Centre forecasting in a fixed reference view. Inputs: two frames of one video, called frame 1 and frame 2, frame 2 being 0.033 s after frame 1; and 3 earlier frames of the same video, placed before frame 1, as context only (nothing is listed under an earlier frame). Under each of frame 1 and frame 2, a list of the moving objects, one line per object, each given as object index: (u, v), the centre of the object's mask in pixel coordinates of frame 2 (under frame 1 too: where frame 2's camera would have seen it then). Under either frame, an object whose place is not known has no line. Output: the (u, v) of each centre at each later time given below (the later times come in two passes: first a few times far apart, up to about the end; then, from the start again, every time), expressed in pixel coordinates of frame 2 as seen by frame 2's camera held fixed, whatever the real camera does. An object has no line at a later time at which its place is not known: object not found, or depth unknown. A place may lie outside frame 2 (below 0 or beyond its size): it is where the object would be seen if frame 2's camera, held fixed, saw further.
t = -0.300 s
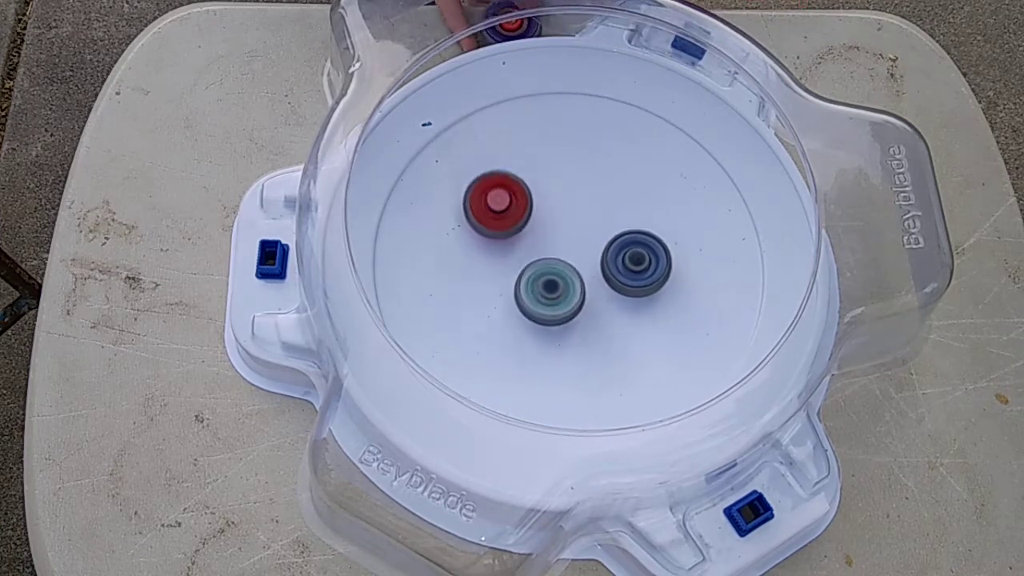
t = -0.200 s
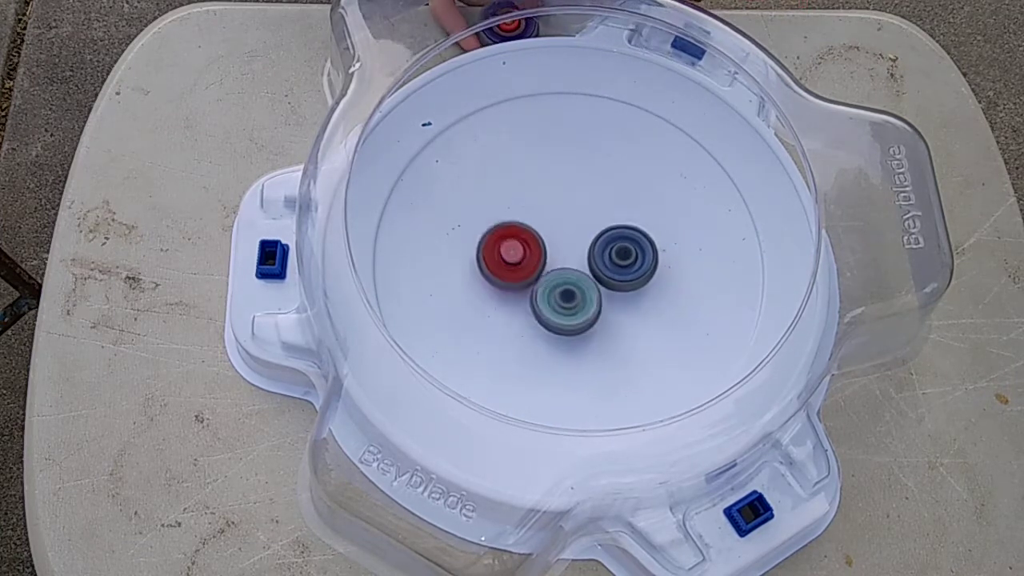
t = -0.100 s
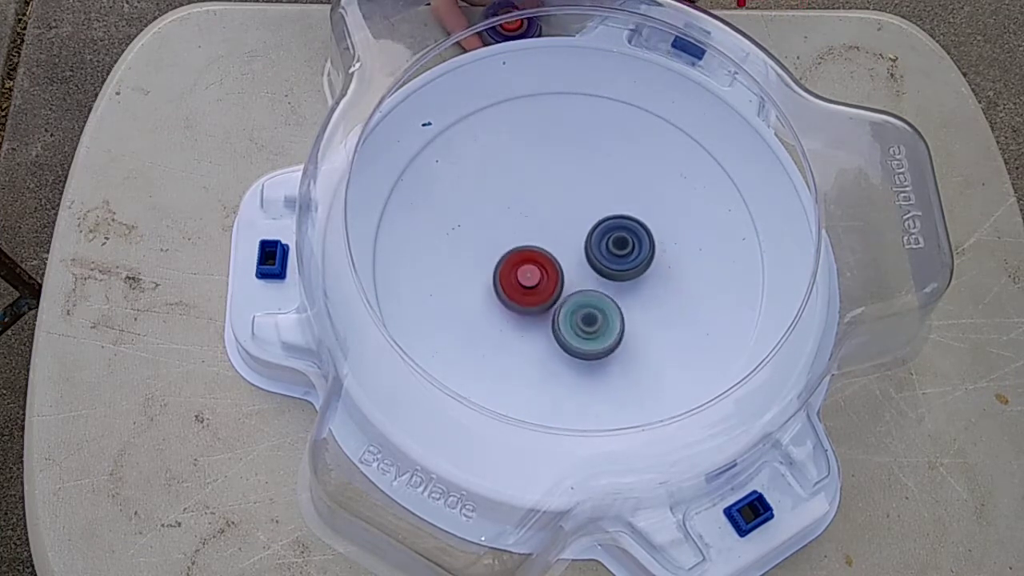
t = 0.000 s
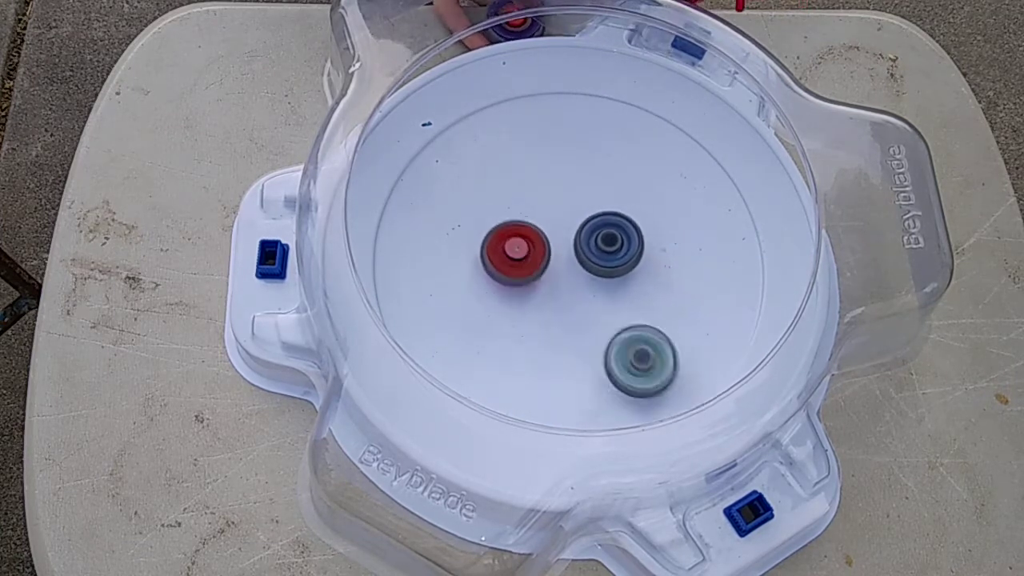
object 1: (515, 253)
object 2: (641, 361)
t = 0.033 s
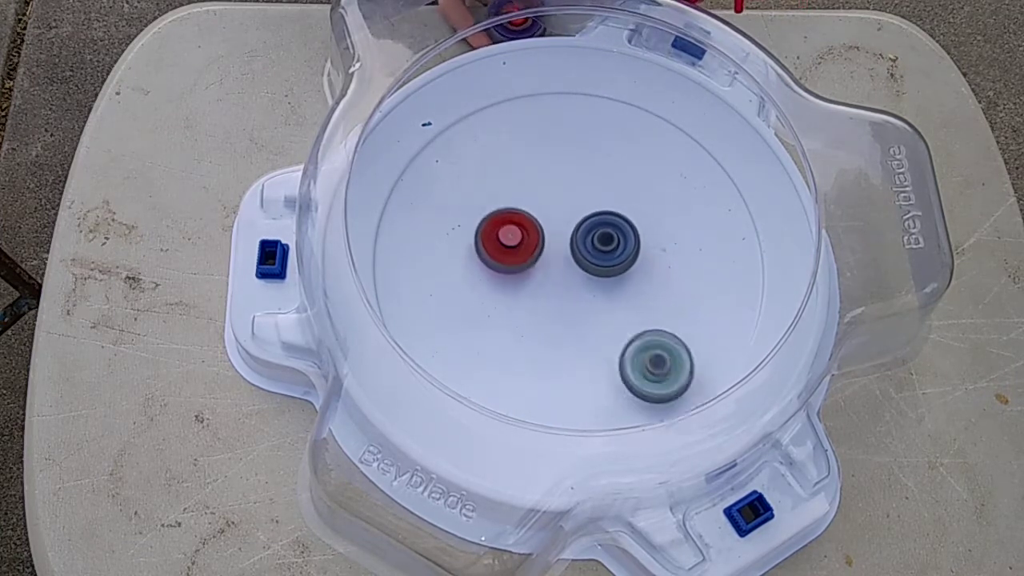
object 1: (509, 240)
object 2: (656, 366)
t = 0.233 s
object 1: (504, 225)
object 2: (670, 299)
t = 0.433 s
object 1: (382, 216)
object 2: (696, 258)
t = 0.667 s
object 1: (468, 282)
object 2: (643, 222)
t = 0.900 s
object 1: (447, 324)
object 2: (675, 96)
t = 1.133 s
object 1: (535, 288)
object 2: (528, 184)
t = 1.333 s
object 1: (607, 270)
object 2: (508, 224)
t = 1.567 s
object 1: (606, 189)
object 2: (528, 183)
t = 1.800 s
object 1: (612, 146)
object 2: (469, 174)
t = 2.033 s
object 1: (544, 157)
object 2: (481, 241)
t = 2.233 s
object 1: (555, 194)
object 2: (476, 276)
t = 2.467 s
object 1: (602, 191)
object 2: (490, 295)
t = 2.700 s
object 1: (589, 209)
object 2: (542, 294)
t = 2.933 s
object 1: (583, 209)
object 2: (562, 301)
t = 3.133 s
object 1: (507, 225)
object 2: (513, 318)
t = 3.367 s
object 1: (475, 260)
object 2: (568, 312)
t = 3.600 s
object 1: (520, 300)
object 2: (616, 283)
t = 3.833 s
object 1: (475, 310)
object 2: (659, 285)
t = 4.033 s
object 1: (535, 307)
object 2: (616, 276)
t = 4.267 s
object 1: (468, 282)
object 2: (687, 248)
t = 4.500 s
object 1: (484, 272)
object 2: (620, 255)
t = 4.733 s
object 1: (517, 260)
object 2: (620, 265)
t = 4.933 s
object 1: (568, 325)
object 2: (624, 260)
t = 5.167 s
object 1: (537, 382)
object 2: (678, 145)
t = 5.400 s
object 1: (585, 333)
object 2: (644, 127)
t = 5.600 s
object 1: (629, 299)
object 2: (599, 147)
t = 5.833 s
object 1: (627, 254)
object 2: (571, 174)
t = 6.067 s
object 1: (604, 351)
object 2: (574, 84)
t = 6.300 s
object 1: (573, 336)
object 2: (549, 143)
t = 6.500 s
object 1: (539, 301)
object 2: (547, 197)
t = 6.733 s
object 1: (521, 324)
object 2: (572, 173)
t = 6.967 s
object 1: (528, 274)
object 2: (572, 220)
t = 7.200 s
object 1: (501, 258)
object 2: (581, 209)
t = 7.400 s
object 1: (506, 235)
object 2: (581, 215)
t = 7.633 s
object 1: (521, 214)
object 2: (596, 231)
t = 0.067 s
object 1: (505, 231)
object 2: (665, 365)
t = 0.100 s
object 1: (503, 223)
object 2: (670, 358)
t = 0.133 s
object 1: (503, 220)
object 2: (672, 345)
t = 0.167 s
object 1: (503, 219)
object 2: (674, 331)
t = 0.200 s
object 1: (503, 221)
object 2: (673, 315)
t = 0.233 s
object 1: (504, 225)
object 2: (670, 299)
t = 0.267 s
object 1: (506, 231)
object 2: (663, 285)
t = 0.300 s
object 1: (508, 239)
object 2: (653, 272)
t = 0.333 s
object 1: (466, 232)
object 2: (671, 270)
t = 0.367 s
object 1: (425, 224)
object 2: (685, 269)
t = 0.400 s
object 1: (390, 217)
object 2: (693, 265)
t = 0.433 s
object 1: (382, 216)
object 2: (696, 258)
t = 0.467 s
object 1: (383, 223)
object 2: (695, 249)
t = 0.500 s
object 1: (387, 234)
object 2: (689, 242)
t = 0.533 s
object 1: (398, 241)
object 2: (681, 235)
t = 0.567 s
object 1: (412, 253)
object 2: (670, 229)
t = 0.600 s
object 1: (429, 263)
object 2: (662, 222)
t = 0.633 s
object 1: (448, 273)
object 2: (653, 220)
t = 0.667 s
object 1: (468, 282)
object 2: (643, 222)
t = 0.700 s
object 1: (489, 290)
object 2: (639, 220)
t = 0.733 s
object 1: (481, 300)
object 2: (635, 216)
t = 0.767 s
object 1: (463, 309)
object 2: (653, 185)
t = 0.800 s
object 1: (451, 316)
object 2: (691, 134)
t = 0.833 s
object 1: (444, 320)
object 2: (712, 94)
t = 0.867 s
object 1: (442, 322)
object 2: (700, 87)
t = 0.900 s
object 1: (447, 324)
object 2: (675, 96)
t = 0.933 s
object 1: (455, 325)
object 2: (654, 105)
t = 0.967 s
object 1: (467, 324)
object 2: (628, 115)
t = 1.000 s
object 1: (481, 320)
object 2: (602, 127)
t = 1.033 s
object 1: (495, 315)
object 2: (579, 139)
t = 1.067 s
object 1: (509, 307)
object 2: (558, 152)
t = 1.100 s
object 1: (523, 298)
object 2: (541, 168)
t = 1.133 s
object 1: (535, 288)
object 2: (528, 184)
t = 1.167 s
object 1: (545, 276)
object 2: (520, 202)
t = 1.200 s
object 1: (559, 275)
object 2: (511, 210)
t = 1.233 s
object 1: (575, 278)
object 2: (504, 209)
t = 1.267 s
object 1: (588, 278)
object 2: (502, 212)
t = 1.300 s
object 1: (599, 275)
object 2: (504, 218)
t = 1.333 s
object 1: (607, 270)
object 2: (508, 224)
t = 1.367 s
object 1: (613, 262)
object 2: (514, 228)
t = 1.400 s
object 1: (616, 252)
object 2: (522, 232)
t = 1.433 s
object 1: (617, 240)
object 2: (528, 239)
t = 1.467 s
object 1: (615, 227)
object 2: (533, 247)
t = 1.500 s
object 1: (612, 214)
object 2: (533, 227)
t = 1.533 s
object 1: (607, 200)
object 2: (533, 202)
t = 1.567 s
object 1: (606, 189)
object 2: (528, 183)
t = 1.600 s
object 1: (618, 179)
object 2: (509, 169)
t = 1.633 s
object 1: (624, 171)
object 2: (497, 160)
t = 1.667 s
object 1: (628, 164)
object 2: (488, 155)
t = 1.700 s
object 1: (627, 159)
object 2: (482, 154)
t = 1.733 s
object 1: (624, 153)
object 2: (478, 159)
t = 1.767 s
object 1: (619, 149)
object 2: (474, 166)
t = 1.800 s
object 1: (612, 146)
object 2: (469, 174)
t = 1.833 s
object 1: (604, 144)
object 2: (464, 184)
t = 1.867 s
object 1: (595, 142)
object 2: (459, 194)
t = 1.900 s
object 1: (586, 142)
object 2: (456, 205)
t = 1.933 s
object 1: (575, 143)
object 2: (458, 216)
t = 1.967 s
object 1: (564, 146)
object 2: (464, 225)
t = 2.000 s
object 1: (553, 150)
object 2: (472, 234)
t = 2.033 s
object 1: (544, 157)
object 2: (481, 241)
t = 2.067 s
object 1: (536, 167)
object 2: (491, 247)
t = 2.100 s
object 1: (530, 179)
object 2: (499, 253)
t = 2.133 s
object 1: (527, 191)
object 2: (498, 252)
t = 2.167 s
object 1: (535, 191)
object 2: (487, 263)
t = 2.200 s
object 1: (545, 191)
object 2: (479, 272)
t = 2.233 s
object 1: (555, 194)
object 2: (476, 276)
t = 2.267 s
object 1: (564, 197)
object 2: (477, 279)
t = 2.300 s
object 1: (573, 195)
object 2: (484, 280)
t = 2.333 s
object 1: (580, 192)
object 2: (495, 281)
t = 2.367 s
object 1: (586, 190)
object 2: (508, 283)
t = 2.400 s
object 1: (592, 189)
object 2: (514, 287)
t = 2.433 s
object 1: (598, 190)
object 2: (499, 292)
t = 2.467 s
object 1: (602, 191)
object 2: (490, 295)
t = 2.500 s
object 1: (606, 193)
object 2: (488, 297)
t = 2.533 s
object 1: (609, 196)
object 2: (492, 299)
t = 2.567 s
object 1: (612, 199)
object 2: (499, 302)
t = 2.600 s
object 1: (613, 202)
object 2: (510, 302)
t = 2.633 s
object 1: (608, 204)
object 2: (521, 300)
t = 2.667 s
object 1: (598, 207)
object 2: (532, 298)
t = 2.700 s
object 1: (589, 209)
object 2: (542, 294)
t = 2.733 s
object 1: (582, 212)
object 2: (552, 291)
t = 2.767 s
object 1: (578, 216)
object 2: (560, 287)
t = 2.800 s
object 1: (575, 220)
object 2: (567, 287)
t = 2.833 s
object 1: (576, 213)
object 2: (569, 296)
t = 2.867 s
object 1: (578, 209)
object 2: (568, 301)
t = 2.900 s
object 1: (581, 208)
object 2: (565, 303)
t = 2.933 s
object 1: (583, 209)
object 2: (562, 301)
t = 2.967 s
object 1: (585, 212)
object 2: (559, 295)
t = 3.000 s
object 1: (588, 217)
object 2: (555, 287)
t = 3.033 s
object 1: (576, 224)
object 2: (548, 287)
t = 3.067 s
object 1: (550, 223)
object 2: (533, 303)
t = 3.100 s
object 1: (526, 223)
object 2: (521, 313)
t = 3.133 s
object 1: (507, 225)
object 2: (513, 318)
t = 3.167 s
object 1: (493, 228)
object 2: (510, 318)
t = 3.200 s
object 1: (483, 232)
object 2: (513, 315)
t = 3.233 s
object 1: (479, 238)
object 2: (517, 310)
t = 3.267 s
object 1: (478, 247)
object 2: (524, 305)
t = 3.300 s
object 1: (478, 254)
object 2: (537, 306)
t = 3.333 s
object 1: (475, 256)
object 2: (553, 311)
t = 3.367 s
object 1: (475, 260)
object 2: (568, 312)
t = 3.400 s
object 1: (478, 265)
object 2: (579, 311)
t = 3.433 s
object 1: (483, 272)
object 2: (588, 308)
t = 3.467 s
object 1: (490, 280)
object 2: (594, 304)
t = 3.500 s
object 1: (500, 286)
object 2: (598, 299)
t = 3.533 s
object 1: (511, 292)
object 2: (600, 294)
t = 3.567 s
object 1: (523, 298)
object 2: (601, 289)
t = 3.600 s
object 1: (520, 300)
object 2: (616, 283)
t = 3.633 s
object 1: (499, 303)
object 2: (649, 274)
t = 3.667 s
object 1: (483, 303)
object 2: (666, 274)
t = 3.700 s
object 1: (473, 304)
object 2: (674, 279)
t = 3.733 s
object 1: (468, 305)
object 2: (675, 284)
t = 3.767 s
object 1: (467, 306)
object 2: (671, 285)
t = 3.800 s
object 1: (470, 308)
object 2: (666, 283)
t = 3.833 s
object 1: (475, 310)
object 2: (659, 285)
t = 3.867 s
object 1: (483, 312)
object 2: (649, 284)
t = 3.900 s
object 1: (492, 314)
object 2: (641, 282)
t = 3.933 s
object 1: (503, 315)
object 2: (632, 284)
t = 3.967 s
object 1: (514, 314)
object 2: (625, 284)
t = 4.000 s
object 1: (525, 312)
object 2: (620, 281)
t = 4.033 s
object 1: (535, 307)
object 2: (616, 276)
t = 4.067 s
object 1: (543, 300)
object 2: (613, 270)
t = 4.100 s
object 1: (533, 296)
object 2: (628, 266)
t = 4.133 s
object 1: (512, 294)
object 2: (652, 258)
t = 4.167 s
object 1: (495, 290)
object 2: (670, 252)
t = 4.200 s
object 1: (482, 287)
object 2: (681, 248)
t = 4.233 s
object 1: (473, 284)
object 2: (687, 247)
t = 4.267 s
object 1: (468, 282)
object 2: (687, 248)
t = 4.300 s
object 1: (465, 281)
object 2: (682, 250)
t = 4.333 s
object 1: (464, 279)
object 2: (674, 252)
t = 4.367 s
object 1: (466, 277)
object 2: (664, 253)
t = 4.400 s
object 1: (469, 276)
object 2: (653, 255)
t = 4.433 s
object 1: (474, 275)
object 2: (641, 255)
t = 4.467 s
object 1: (479, 274)
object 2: (630, 255)
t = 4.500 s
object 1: (484, 272)
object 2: (620, 255)
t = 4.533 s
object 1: (488, 271)
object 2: (610, 253)
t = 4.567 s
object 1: (492, 269)
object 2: (601, 251)
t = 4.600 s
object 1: (497, 266)
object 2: (601, 253)
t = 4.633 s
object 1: (502, 260)
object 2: (608, 259)
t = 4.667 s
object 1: (507, 256)
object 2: (613, 263)
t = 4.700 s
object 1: (512, 250)
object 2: (617, 264)
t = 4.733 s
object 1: (517, 260)
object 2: (620, 265)
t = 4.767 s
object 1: (522, 281)
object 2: (622, 265)
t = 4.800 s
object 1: (528, 300)
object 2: (623, 264)
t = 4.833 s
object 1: (536, 313)
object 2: (624, 262)
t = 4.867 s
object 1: (545, 322)
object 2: (624, 260)
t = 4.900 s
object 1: (556, 326)
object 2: (625, 260)
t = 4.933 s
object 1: (568, 325)
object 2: (624, 260)
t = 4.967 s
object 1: (581, 321)
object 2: (624, 260)
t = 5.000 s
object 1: (580, 329)
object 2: (633, 247)
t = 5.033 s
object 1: (566, 349)
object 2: (654, 217)
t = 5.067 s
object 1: (555, 365)
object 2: (669, 192)
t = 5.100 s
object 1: (546, 375)
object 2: (678, 171)
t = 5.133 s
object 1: (540, 381)
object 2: (680, 155)
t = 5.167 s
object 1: (537, 382)
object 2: (678, 145)
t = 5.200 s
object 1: (538, 381)
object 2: (671, 138)
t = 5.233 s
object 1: (541, 378)
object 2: (661, 134)
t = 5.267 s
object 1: (548, 371)
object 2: (649, 133)
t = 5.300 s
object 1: (556, 362)
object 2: (647, 128)
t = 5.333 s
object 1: (566, 353)
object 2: (650, 125)
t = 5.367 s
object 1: (576, 343)
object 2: (649, 125)
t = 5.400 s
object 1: (585, 333)
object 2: (644, 127)
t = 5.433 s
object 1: (594, 323)
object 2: (638, 129)
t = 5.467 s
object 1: (601, 312)
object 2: (631, 130)
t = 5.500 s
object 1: (606, 302)
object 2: (624, 132)
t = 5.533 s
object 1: (611, 295)
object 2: (616, 136)
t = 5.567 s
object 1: (621, 299)
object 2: (607, 140)
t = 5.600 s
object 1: (629, 299)
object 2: (599, 147)
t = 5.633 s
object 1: (634, 297)
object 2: (593, 152)
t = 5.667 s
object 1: (637, 292)
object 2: (590, 154)
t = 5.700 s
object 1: (638, 285)
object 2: (586, 157)
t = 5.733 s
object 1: (638, 277)
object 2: (582, 161)
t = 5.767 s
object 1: (635, 268)
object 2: (578, 165)
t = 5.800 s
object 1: (631, 260)
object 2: (574, 170)
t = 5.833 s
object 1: (627, 254)
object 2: (571, 174)
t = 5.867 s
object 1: (621, 251)
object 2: (569, 179)
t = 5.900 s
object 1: (612, 248)
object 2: (569, 183)
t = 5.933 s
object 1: (602, 251)
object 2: (572, 183)
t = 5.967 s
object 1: (605, 280)
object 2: (570, 148)
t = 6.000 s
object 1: (606, 310)
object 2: (570, 119)
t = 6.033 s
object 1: (606, 333)
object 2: (572, 97)
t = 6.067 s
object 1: (604, 351)
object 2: (574, 84)
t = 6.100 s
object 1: (600, 363)
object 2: (575, 78)
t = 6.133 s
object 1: (596, 368)
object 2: (574, 79)
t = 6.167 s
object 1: (592, 367)
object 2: (571, 86)
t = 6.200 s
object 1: (586, 362)
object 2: (566, 97)
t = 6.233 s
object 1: (582, 355)
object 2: (560, 110)
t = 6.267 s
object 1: (577, 346)
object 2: (553, 126)
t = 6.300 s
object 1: (573, 336)
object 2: (549, 143)
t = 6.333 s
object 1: (568, 326)
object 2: (547, 159)
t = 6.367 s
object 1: (564, 314)
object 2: (545, 174)
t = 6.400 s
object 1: (558, 303)
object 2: (544, 189)
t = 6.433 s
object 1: (553, 293)
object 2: (544, 203)
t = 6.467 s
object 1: (547, 282)
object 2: (544, 214)
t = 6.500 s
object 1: (539, 301)
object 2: (547, 197)
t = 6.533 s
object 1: (531, 316)
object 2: (552, 181)
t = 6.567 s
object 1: (526, 327)
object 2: (555, 169)
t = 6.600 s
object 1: (522, 332)
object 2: (558, 164)
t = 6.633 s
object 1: (520, 333)
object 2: (562, 161)
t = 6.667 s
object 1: (519, 332)
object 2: (565, 163)
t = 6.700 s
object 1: (520, 329)
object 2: (569, 167)
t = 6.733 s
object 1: (521, 324)
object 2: (572, 173)
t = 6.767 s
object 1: (523, 318)
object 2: (573, 180)
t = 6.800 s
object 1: (524, 311)
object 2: (574, 188)
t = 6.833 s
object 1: (526, 304)
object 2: (575, 196)
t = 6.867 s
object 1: (527, 296)
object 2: (575, 203)
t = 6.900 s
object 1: (529, 287)
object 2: (574, 210)
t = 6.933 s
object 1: (530, 279)
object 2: (572, 217)
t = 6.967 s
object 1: (528, 274)
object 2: (572, 220)
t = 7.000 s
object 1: (520, 274)
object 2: (578, 215)
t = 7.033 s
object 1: (514, 273)
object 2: (581, 211)
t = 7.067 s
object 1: (509, 271)
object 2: (583, 209)
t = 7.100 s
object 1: (506, 269)
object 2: (584, 208)
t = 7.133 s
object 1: (504, 266)
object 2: (584, 207)
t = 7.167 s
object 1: (502, 263)
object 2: (583, 208)
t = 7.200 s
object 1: (501, 258)
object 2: (581, 209)
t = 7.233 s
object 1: (502, 254)
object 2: (579, 210)
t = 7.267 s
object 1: (503, 249)
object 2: (577, 211)
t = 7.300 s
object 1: (505, 245)
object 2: (575, 213)
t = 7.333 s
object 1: (508, 241)
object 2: (574, 214)
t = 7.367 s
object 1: (507, 237)
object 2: (576, 214)
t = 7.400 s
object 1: (506, 235)
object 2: (581, 215)
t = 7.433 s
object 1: (506, 231)
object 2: (585, 215)
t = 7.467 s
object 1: (507, 228)
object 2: (588, 217)
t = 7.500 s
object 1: (509, 225)
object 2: (591, 219)
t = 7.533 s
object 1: (511, 222)
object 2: (593, 222)
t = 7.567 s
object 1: (514, 219)
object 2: (594, 224)
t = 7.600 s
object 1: (517, 216)
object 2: (595, 228)
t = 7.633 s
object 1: (521, 214)
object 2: (596, 231)
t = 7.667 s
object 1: (524, 212)
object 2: (596, 234)
